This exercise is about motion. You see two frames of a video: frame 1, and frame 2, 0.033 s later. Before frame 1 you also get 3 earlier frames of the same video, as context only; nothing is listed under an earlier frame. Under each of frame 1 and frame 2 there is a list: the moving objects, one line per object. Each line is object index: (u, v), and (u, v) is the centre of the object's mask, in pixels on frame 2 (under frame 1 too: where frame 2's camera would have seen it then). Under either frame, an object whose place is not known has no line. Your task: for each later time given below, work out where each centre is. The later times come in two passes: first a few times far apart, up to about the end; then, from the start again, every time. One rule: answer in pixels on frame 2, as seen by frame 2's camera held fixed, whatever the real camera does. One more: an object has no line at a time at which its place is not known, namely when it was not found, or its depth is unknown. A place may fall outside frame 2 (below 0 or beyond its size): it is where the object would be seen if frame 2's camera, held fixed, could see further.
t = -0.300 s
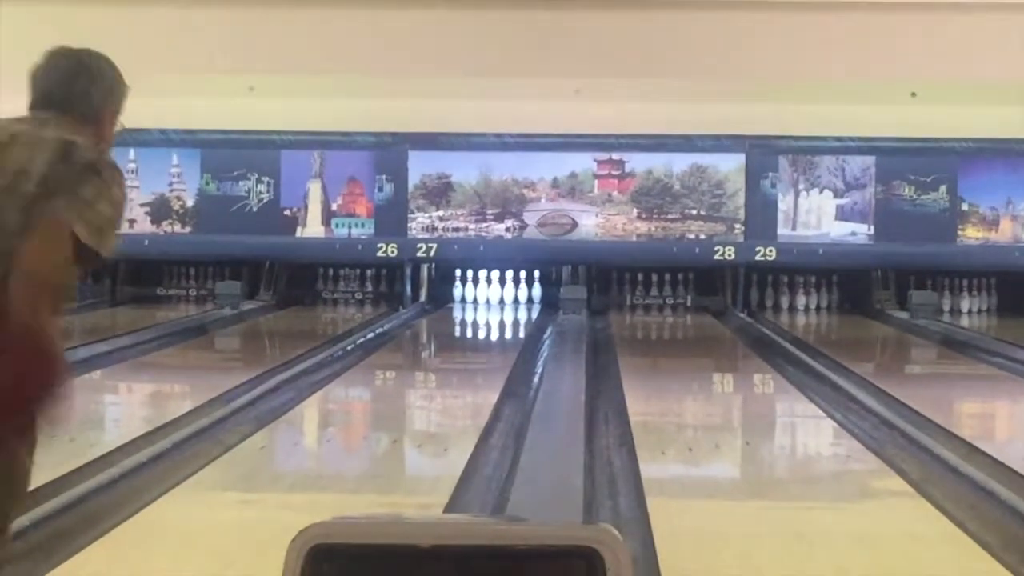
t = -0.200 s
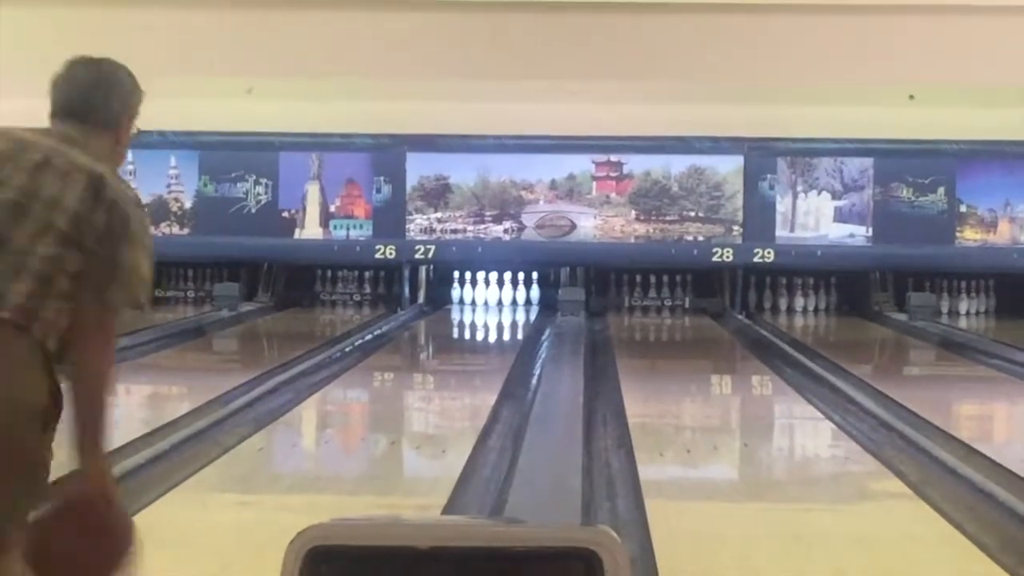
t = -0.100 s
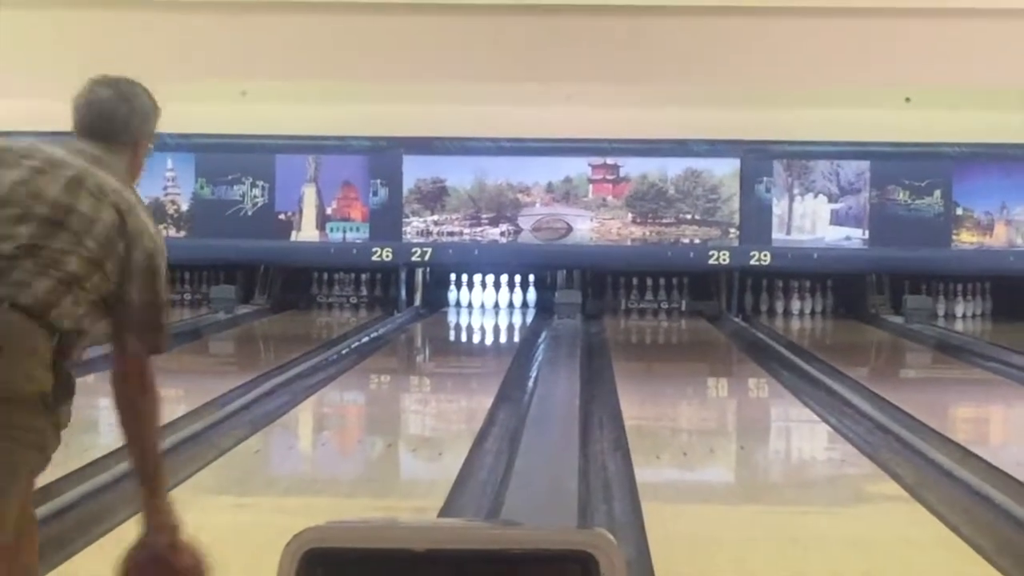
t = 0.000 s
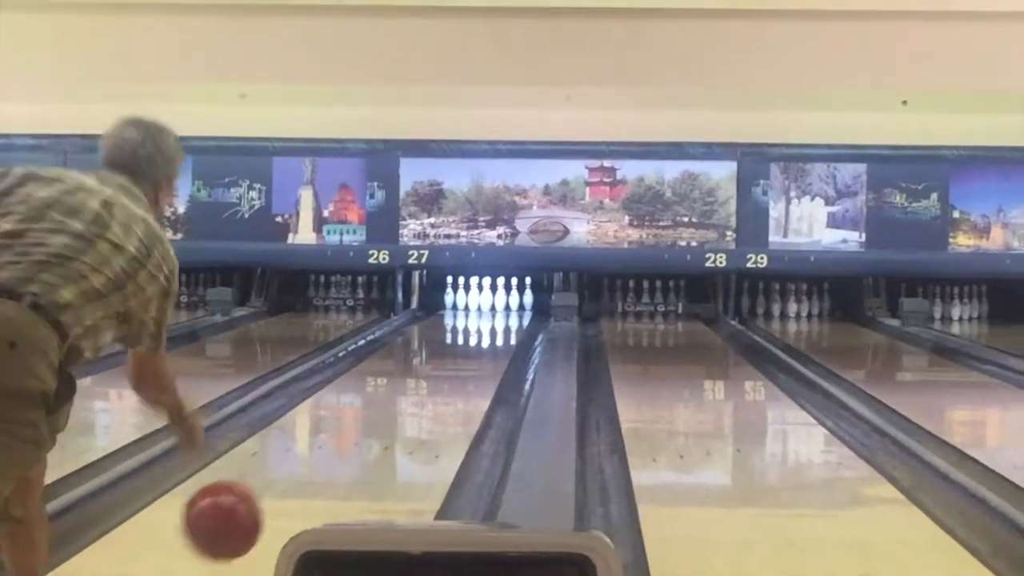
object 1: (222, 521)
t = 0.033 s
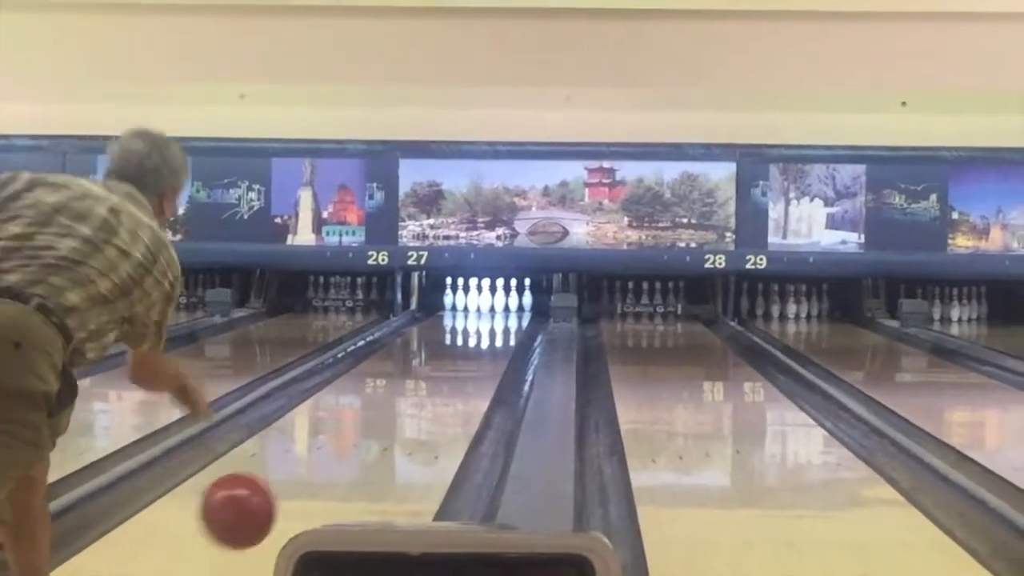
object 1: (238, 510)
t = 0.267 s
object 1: (320, 476)
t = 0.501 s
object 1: (370, 424)
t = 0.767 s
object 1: (404, 388)
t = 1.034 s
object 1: (432, 360)
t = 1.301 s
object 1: (450, 343)
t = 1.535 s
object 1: (461, 332)
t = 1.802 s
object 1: (473, 318)
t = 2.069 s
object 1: (482, 310)
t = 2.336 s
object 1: (489, 304)
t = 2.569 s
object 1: (487, 302)
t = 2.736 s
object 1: (486, 301)
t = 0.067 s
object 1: (253, 504)
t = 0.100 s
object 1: (266, 502)
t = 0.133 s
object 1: (279, 503)
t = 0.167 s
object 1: (290, 504)
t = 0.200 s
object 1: (301, 492)
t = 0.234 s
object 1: (311, 483)
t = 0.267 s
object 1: (320, 476)
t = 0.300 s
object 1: (329, 467)
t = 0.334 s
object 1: (337, 459)
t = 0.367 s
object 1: (344, 450)
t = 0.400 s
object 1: (351, 443)
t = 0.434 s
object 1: (357, 436)
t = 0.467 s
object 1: (364, 430)
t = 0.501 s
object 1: (370, 424)
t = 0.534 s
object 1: (375, 419)
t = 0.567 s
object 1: (380, 414)
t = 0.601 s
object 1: (384, 409)
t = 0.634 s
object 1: (389, 405)
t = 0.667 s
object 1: (393, 400)
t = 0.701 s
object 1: (398, 396)
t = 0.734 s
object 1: (402, 392)
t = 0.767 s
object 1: (404, 388)
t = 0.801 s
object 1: (409, 384)
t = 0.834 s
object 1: (413, 380)
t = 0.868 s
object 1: (415, 377)
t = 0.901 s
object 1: (419, 373)
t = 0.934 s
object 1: (423, 370)
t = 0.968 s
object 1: (425, 368)
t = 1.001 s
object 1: (427, 365)
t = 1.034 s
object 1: (432, 360)
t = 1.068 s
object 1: (433, 359)
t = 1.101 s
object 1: (435, 357)
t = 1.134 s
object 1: (436, 355)
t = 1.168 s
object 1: (440, 353)
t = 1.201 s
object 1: (442, 352)
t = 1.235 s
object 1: (445, 348)
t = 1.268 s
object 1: (447, 346)
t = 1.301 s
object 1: (450, 343)
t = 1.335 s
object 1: (451, 342)
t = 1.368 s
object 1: (454, 339)
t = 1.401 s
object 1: (455, 338)
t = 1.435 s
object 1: (456, 337)
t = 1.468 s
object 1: (457, 335)
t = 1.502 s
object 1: (460, 334)
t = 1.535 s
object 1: (461, 332)
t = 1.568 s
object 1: (463, 329)
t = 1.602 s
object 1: (464, 330)
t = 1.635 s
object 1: (466, 328)
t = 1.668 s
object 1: (467, 326)
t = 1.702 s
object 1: (469, 323)
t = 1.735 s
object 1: (470, 322)
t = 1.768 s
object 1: (472, 320)
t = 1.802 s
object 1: (473, 318)
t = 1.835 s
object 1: (474, 317)
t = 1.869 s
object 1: (475, 316)
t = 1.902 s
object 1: (476, 315)
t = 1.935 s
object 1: (477, 314)
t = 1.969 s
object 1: (478, 313)
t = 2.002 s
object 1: (479, 312)
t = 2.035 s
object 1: (481, 311)
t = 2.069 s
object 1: (482, 310)
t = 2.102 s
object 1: (483, 309)
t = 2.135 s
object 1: (484, 308)
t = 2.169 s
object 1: (485, 307)
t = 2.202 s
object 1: (485, 307)
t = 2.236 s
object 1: (485, 306)
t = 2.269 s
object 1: (487, 304)
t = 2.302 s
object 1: (488, 304)
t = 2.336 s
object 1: (489, 304)
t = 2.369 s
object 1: (488, 303)
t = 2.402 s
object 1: (488, 303)
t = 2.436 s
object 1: (488, 303)
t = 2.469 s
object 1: (488, 302)
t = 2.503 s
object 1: (488, 302)
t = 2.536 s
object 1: (488, 302)
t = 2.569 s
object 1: (487, 302)
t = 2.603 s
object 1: (487, 301)
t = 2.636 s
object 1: (487, 301)
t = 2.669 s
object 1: (487, 301)
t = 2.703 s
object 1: (486, 301)
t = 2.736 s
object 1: (486, 301)
